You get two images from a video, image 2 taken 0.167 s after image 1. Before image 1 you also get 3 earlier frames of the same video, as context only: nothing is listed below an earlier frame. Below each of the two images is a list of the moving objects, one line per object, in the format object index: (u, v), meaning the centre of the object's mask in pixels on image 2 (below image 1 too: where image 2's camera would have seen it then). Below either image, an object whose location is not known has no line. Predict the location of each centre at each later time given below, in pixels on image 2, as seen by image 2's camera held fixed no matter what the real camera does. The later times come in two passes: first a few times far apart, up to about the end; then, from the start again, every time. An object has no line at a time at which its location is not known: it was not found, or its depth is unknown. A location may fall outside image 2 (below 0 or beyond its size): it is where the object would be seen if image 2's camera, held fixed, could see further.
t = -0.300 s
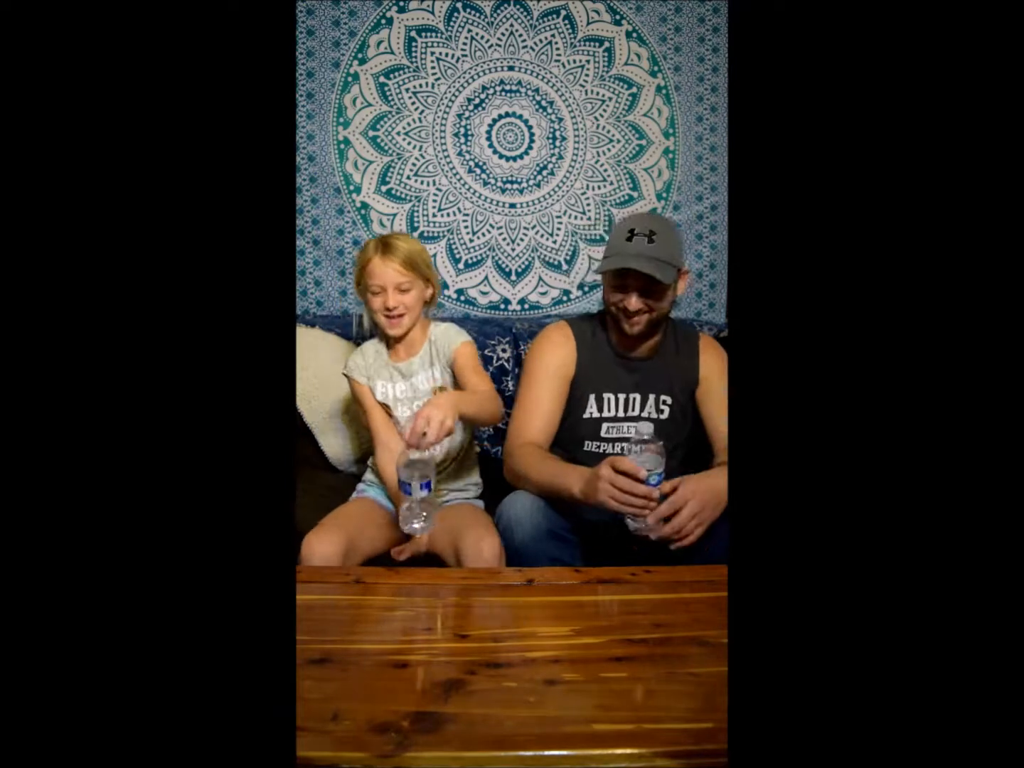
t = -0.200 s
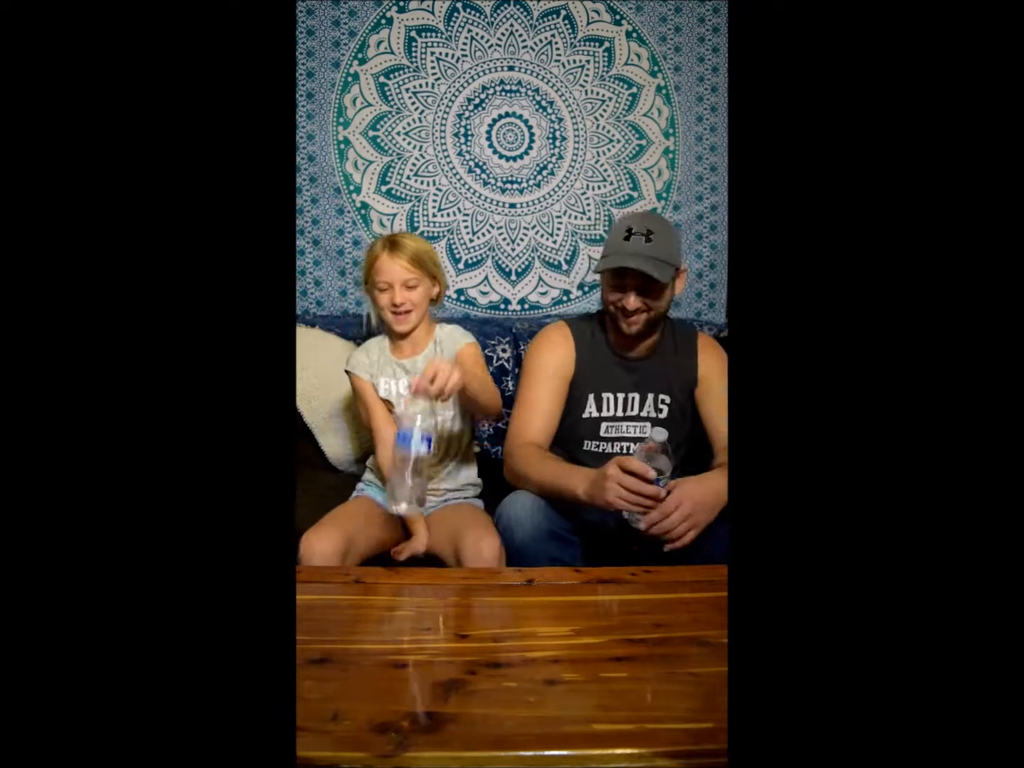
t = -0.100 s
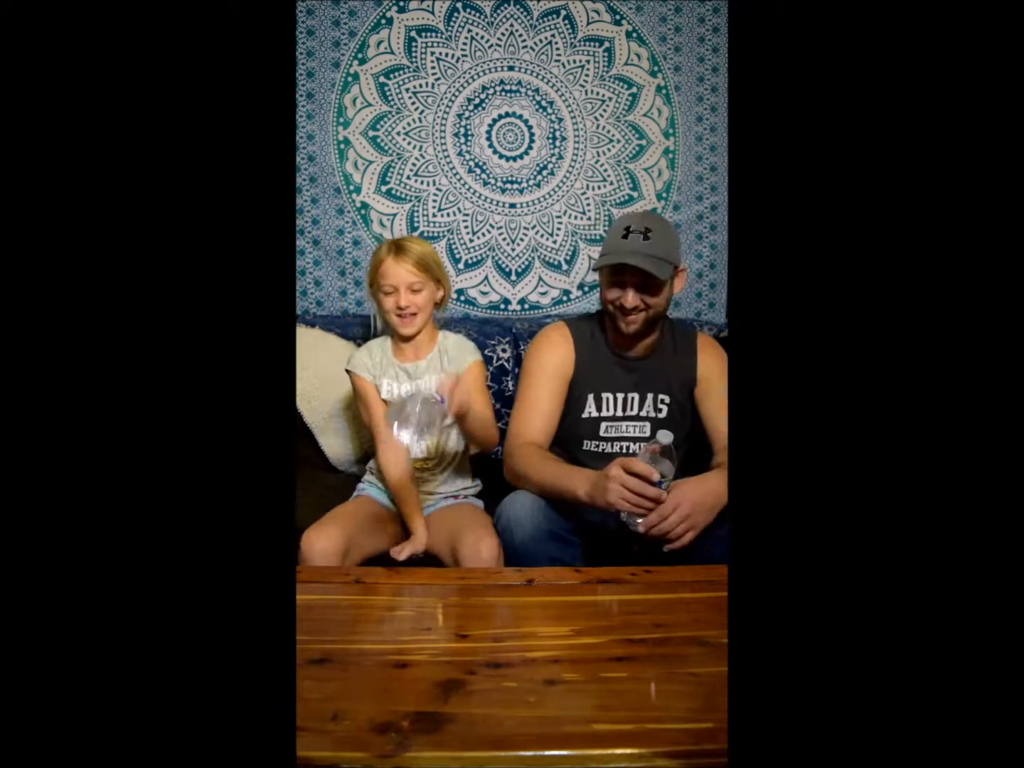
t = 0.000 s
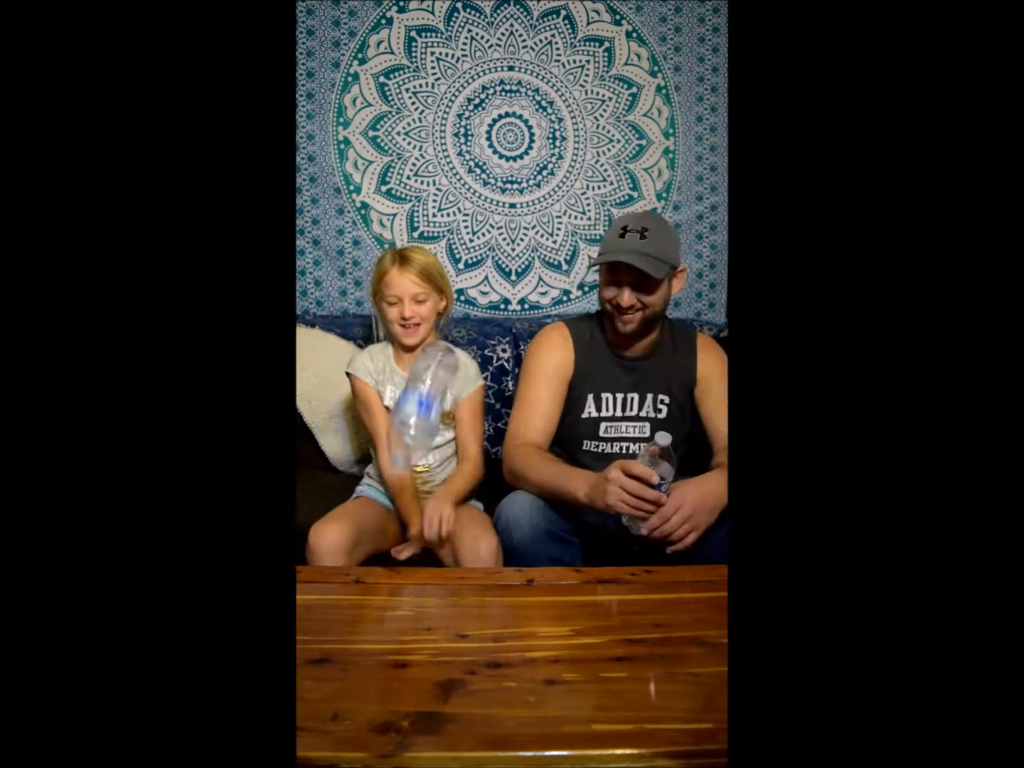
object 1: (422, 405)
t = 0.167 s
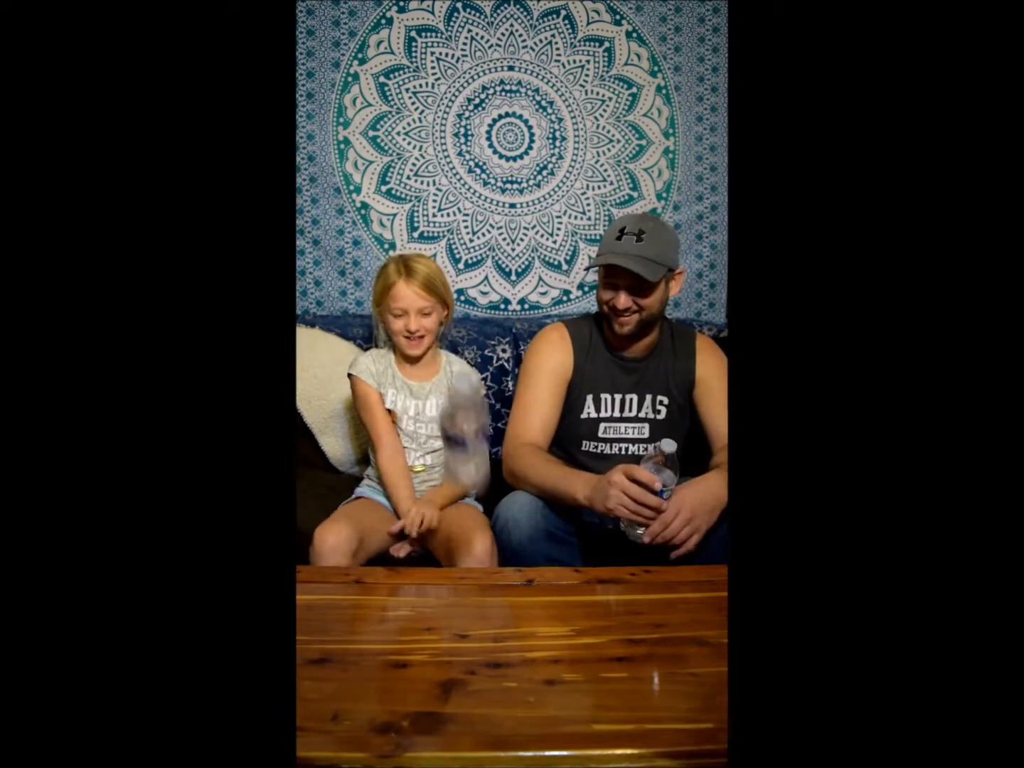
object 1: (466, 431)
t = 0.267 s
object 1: (488, 548)
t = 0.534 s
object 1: (517, 545)
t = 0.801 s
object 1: (535, 569)
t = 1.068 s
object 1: (547, 576)
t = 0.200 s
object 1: (474, 465)
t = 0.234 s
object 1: (481, 519)
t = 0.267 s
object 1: (488, 548)
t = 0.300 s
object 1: (492, 545)
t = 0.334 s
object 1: (495, 544)
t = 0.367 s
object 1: (498, 543)
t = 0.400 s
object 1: (503, 542)
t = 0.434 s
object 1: (507, 541)
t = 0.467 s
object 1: (510, 542)
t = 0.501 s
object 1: (515, 544)
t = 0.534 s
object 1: (517, 545)
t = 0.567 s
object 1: (521, 547)
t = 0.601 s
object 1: (526, 549)
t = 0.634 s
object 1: (530, 555)
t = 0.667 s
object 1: (534, 564)
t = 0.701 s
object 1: (534, 567)
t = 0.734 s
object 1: (535, 569)
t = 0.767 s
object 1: (534, 569)
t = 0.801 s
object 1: (535, 569)
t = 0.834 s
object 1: (536, 570)
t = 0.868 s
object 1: (537, 570)
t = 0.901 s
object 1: (538, 570)
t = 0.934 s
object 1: (539, 571)
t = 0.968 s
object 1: (541, 571)
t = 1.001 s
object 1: (542, 572)
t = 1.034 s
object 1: (544, 574)
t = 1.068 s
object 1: (547, 576)
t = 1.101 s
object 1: (550, 576)
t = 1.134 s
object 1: (551, 577)
